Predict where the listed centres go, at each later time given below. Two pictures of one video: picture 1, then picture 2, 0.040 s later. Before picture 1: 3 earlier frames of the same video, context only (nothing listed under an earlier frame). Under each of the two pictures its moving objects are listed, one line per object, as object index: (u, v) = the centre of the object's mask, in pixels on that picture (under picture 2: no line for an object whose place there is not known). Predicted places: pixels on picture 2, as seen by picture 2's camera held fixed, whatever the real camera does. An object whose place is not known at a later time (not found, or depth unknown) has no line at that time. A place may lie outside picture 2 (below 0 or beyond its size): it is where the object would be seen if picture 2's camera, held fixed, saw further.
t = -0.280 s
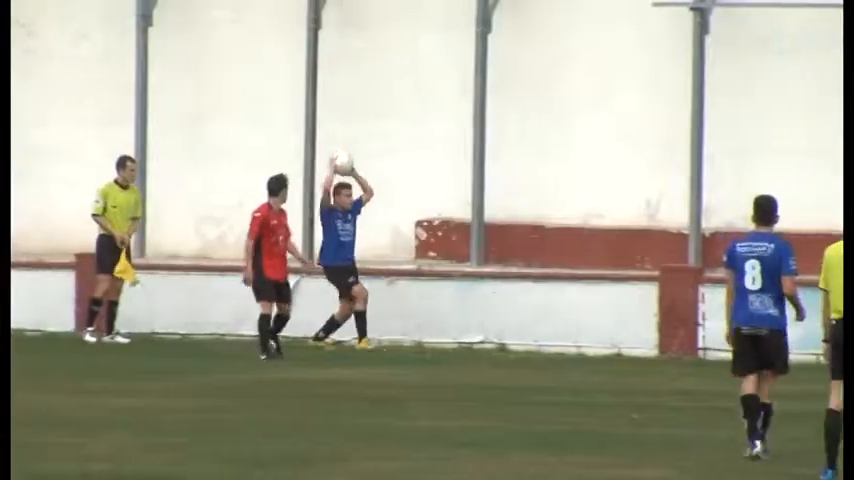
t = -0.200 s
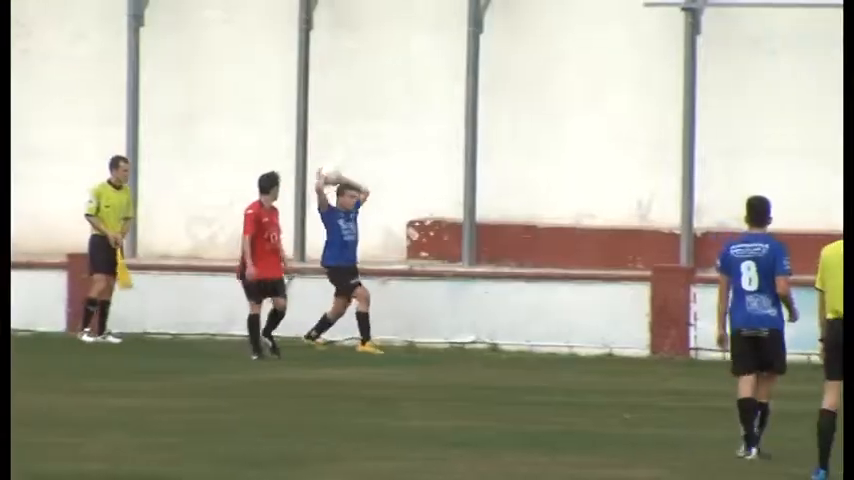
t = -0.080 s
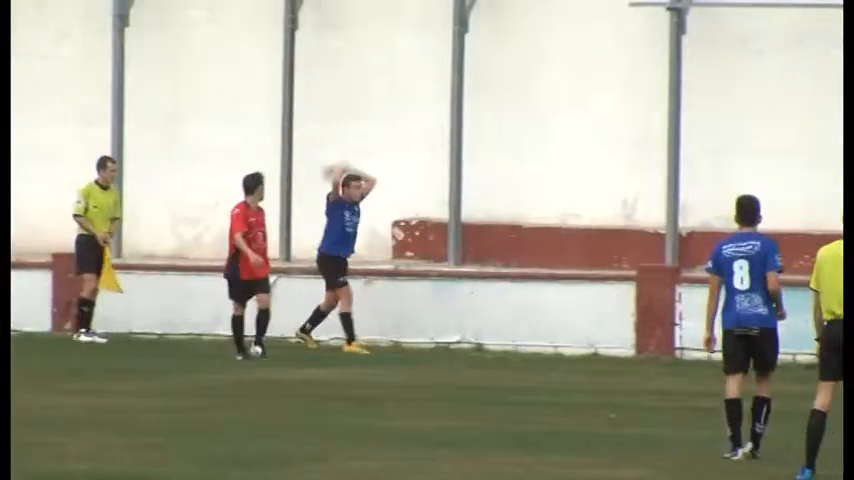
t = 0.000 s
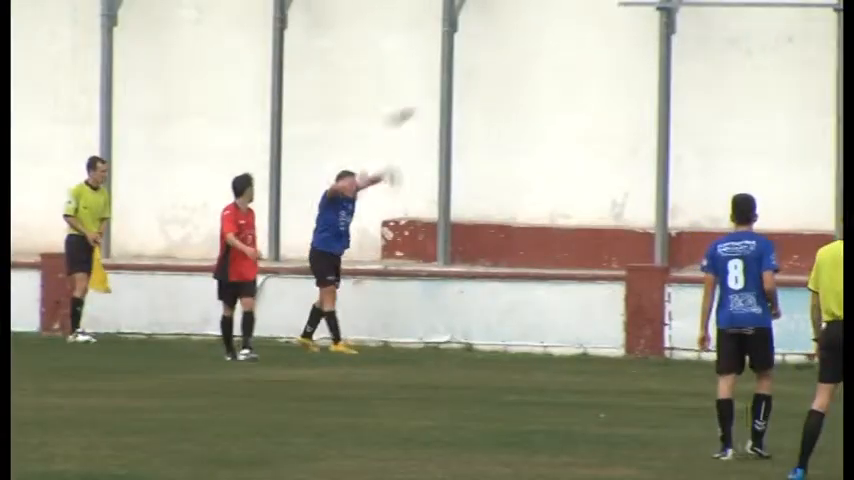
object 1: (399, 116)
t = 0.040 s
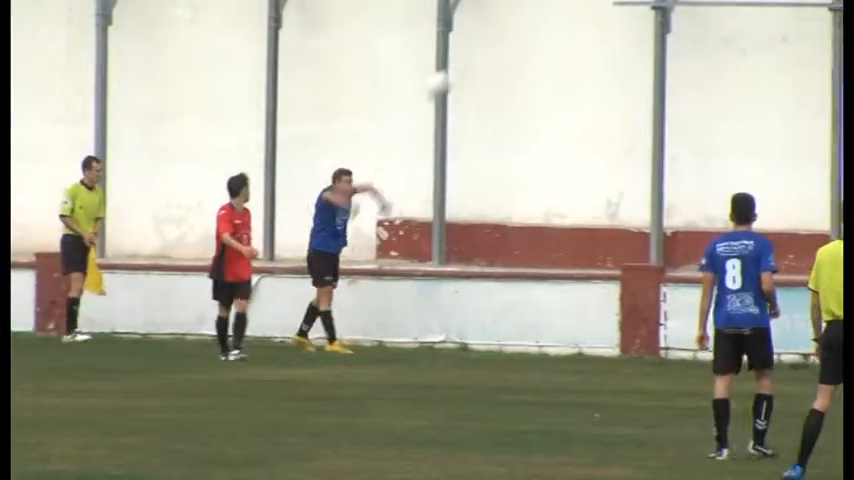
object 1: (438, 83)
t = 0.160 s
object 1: (566, 23)
